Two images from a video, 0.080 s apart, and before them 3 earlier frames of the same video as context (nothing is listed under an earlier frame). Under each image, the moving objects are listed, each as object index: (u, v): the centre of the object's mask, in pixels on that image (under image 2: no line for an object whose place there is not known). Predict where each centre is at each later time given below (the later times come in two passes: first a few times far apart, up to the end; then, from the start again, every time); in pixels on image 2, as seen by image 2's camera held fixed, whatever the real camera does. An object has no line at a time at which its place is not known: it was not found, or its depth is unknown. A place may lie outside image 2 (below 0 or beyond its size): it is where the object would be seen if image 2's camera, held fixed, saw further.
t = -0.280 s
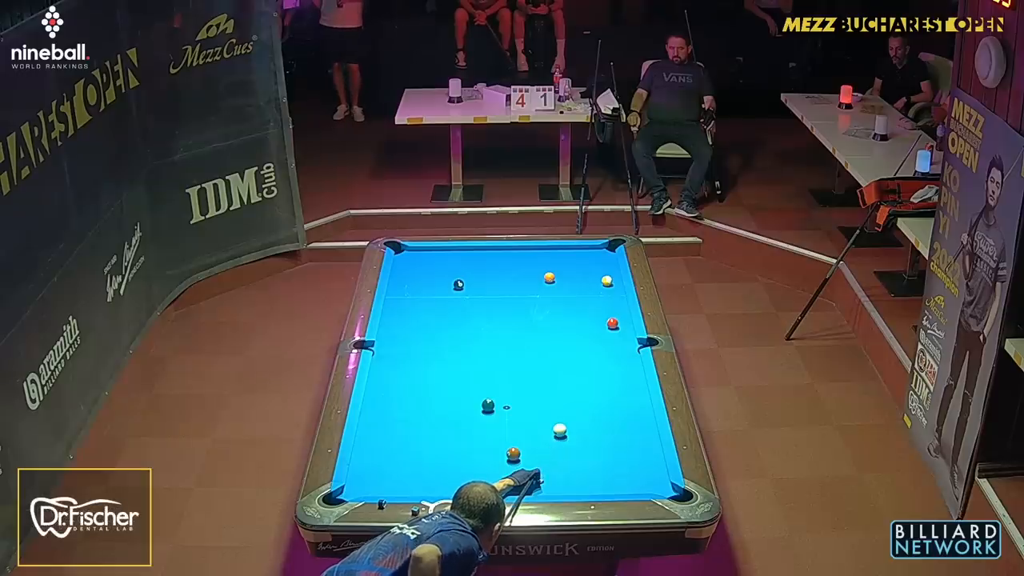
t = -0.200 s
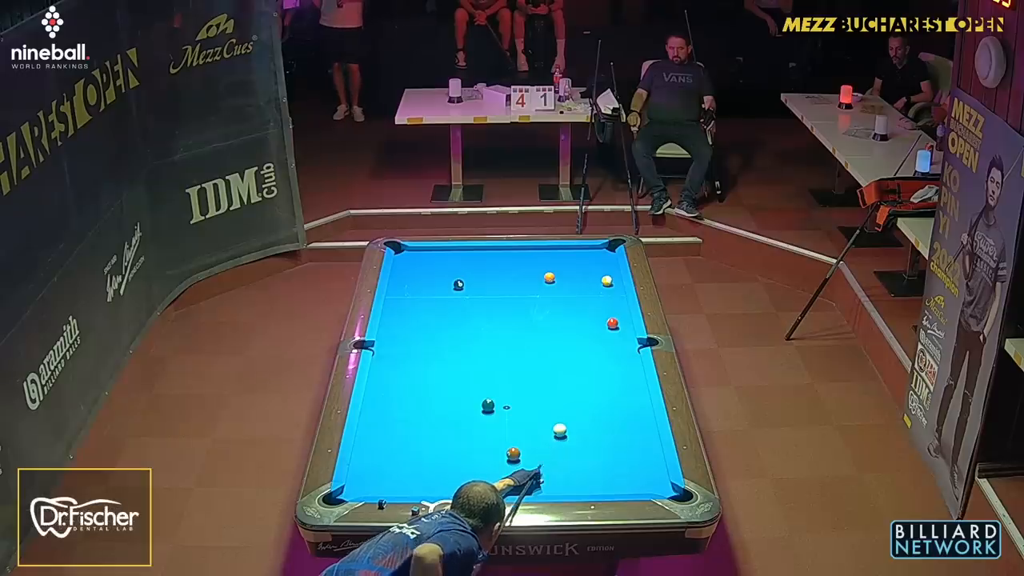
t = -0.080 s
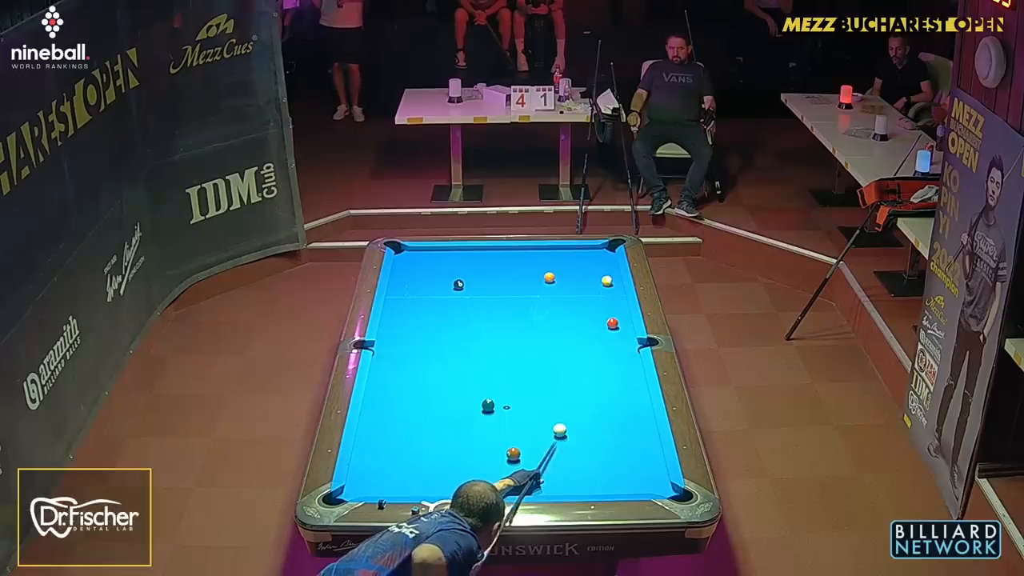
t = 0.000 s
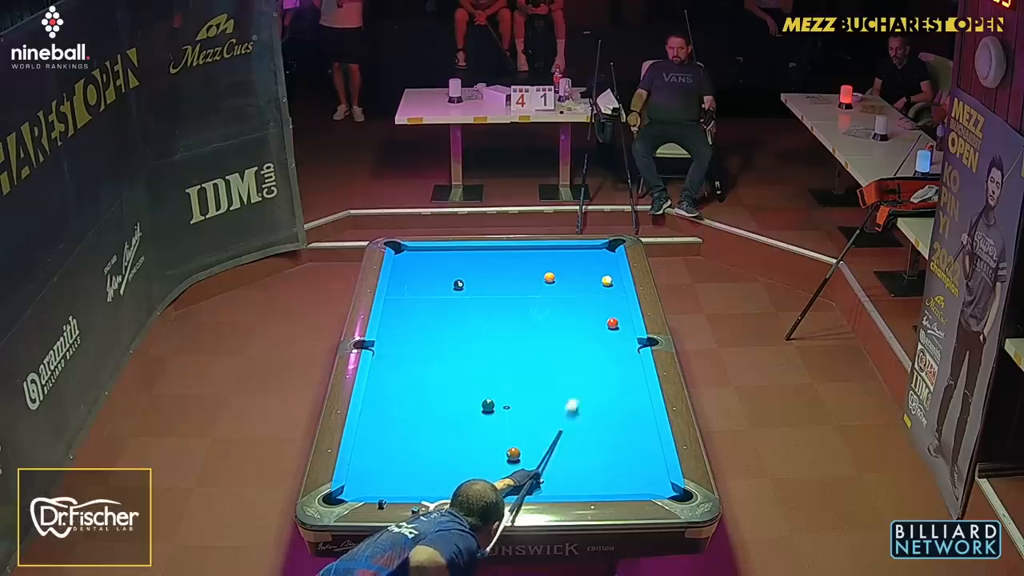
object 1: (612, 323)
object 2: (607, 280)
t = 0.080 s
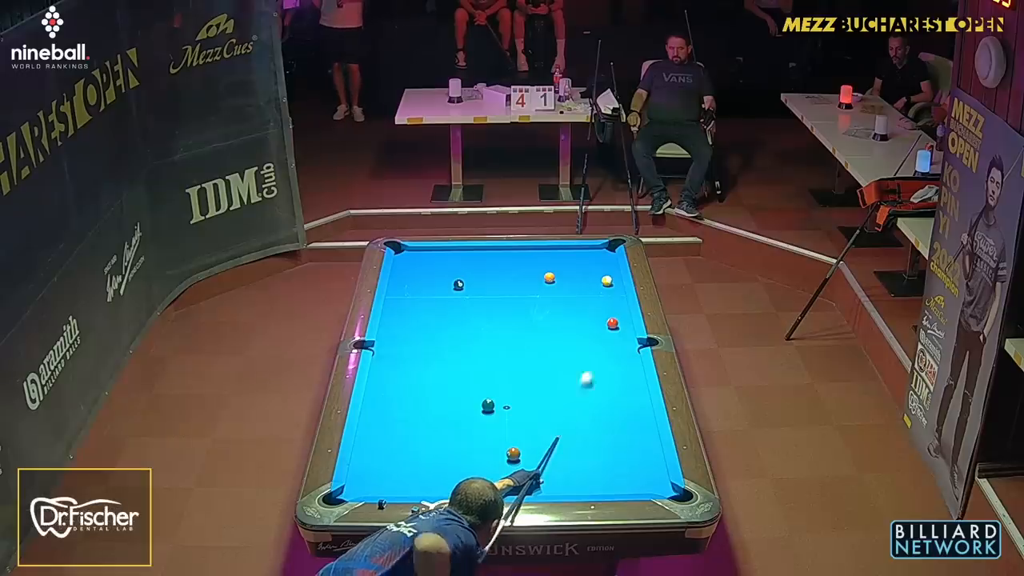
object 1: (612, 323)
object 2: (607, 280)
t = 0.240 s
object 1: (613, 322)
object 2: (607, 280)
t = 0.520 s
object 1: (603, 284)
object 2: (608, 270)
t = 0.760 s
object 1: (592, 279)
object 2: (612, 247)
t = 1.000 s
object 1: (583, 274)
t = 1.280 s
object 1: (573, 270)
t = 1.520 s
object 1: (565, 266)
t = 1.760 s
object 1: (558, 262)
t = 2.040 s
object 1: (550, 258)
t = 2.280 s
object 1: (544, 255)
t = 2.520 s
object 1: (538, 252)
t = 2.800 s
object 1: (532, 249)
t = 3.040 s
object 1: (529, 249)
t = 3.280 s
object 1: (526, 250)
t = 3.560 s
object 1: (524, 250)
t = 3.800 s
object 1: (522, 251)
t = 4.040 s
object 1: (521, 251)
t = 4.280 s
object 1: (520, 251)
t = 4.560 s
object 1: (520, 251)
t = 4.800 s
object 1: (520, 251)
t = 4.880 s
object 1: (520, 251)
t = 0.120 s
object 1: (612, 323)
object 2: (607, 280)
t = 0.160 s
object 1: (612, 323)
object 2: (607, 280)
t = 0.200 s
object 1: (612, 323)
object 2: (607, 280)
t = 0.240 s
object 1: (613, 322)
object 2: (607, 280)
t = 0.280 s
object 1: (611, 319)
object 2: (607, 280)
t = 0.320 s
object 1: (611, 311)
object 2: (607, 280)
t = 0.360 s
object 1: (609, 303)
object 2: (607, 280)
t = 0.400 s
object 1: (608, 295)
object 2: (607, 280)
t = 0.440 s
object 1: (606, 288)
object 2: (607, 278)
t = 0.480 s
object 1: (605, 285)
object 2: (607, 275)
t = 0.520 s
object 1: (603, 284)
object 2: (608, 270)
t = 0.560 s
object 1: (601, 284)
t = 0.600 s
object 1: (599, 283)
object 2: (609, 259)
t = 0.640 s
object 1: (597, 282)
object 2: (610, 254)
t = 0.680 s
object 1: (596, 281)
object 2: (609, 249)
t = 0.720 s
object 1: (594, 280)
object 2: (607, 246)
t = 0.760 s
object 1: (592, 279)
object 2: (612, 247)
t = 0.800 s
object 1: (591, 279)
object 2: (614, 247)
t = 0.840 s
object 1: (589, 278)
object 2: (613, 248)
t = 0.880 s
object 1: (588, 277)
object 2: (612, 250)
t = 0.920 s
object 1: (586, 277)
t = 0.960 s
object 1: (585, 275)
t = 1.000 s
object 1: (583, 274)
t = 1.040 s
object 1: (581, 274)
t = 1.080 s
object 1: (580, 274)
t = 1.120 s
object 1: (578, 273)
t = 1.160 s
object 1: (577, 272)
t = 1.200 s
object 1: (576, 271)
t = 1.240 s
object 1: (574, 270)
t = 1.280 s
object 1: (573, 270)
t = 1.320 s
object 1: (572, 269)
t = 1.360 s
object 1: (570, 268)
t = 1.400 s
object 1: (569, 268)
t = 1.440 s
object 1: (568, 267)
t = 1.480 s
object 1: (566, 266)
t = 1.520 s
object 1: (565, 266)
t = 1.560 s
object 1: (564, 265)
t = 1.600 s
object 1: (563, 265)
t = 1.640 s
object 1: (561, 264)
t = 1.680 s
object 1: (560, 263)
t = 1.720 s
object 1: (559, 263)
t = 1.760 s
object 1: (558, 262)
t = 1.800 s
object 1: (556, 262)
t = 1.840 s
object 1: (556, 261)
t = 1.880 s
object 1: (554, 261)
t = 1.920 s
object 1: (553, 260)
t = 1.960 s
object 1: (552, 260)
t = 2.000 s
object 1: (551, 258)
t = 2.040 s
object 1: (550, 258)
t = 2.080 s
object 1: (549, 257)
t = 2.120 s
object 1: (548, 257)
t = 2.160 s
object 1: (547, 257)
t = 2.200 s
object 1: (546, 256)
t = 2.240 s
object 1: (545, 256)
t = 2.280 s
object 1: (544, 255)
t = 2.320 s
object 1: (543, 255)
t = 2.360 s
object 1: (542, 254)
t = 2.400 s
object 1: (541, 253)
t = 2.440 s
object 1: (540, 253)
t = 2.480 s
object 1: (539, 253)
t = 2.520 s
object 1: (538, 252)
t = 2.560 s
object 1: (537, 252)
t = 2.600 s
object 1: (536, 252)
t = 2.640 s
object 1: (536, 251)
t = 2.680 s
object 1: (535, 251)
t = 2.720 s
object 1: (534, 250)
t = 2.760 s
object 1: (533, 250)
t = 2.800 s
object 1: (532, 249)
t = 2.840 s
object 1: (531, 249)
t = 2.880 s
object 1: (531, 249)
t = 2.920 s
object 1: (530, 249)
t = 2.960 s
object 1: (530, 249)
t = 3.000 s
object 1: (529, 249)
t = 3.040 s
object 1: (529, 249)
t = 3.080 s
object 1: (528, 249)
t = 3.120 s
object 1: (528, 249)
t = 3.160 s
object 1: (527, 249)
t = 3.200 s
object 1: (527, 250)
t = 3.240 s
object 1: (527, 250)
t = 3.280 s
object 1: (526, 250)
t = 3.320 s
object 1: (526, 250)
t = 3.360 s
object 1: (526, 250)
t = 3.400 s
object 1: (525, 250)
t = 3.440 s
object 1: (525, 250)
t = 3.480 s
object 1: (524, 250)
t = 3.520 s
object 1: (524, 250)
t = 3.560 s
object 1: (524, 250)
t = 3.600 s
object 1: (523, 250)
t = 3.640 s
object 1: (523, 250)
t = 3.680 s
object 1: (523, 250)
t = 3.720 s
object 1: (523, 250)
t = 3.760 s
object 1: (522, 250)
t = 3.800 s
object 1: (522, 251)
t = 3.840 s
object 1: (522, 251)
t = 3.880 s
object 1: (522, 251)
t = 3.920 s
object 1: (521, 251)
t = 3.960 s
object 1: (521, 251)
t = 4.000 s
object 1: (521, 251)
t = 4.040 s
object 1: (521, 251)
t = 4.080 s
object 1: (521, 251)
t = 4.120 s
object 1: (521, 251)
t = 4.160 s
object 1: (521, 251)
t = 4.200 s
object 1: (520, 251)
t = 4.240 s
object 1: (520, 251)
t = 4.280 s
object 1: (520, 251)
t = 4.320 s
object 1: (520, 251)
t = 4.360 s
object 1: (520, 251)
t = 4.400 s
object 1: (520, 251)
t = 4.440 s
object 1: (520, 251)
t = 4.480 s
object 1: (520, 251)
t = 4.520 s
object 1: (520, 251)
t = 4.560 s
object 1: (520, 251)
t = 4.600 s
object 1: (520, 251)
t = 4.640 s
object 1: (520, 251)
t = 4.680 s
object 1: (520, 251)
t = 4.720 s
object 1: (520, 251)
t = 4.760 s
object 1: (520, 251)
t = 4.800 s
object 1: (520, 251)
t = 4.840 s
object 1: (520, 251)
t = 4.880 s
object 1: (520, 251)
